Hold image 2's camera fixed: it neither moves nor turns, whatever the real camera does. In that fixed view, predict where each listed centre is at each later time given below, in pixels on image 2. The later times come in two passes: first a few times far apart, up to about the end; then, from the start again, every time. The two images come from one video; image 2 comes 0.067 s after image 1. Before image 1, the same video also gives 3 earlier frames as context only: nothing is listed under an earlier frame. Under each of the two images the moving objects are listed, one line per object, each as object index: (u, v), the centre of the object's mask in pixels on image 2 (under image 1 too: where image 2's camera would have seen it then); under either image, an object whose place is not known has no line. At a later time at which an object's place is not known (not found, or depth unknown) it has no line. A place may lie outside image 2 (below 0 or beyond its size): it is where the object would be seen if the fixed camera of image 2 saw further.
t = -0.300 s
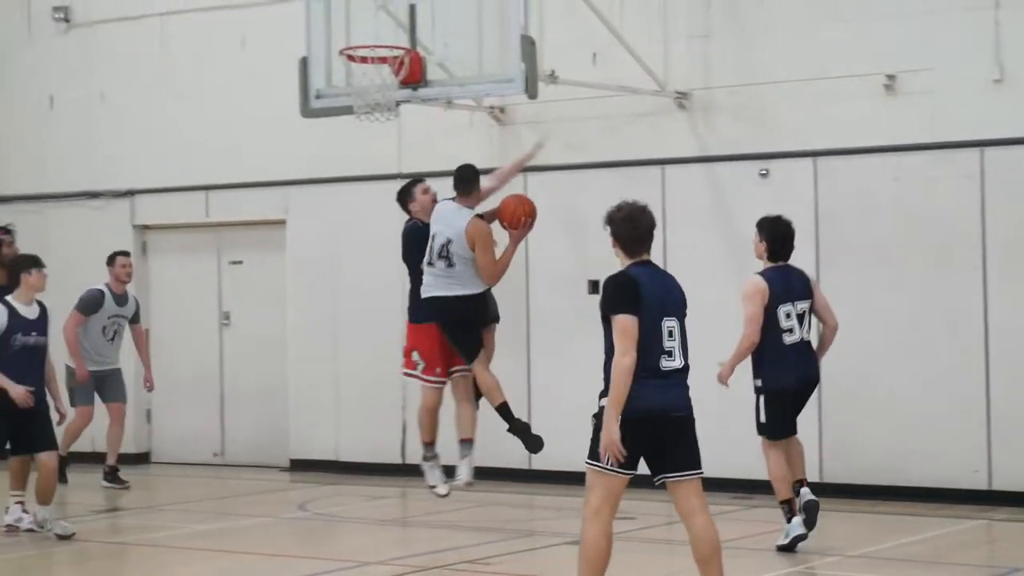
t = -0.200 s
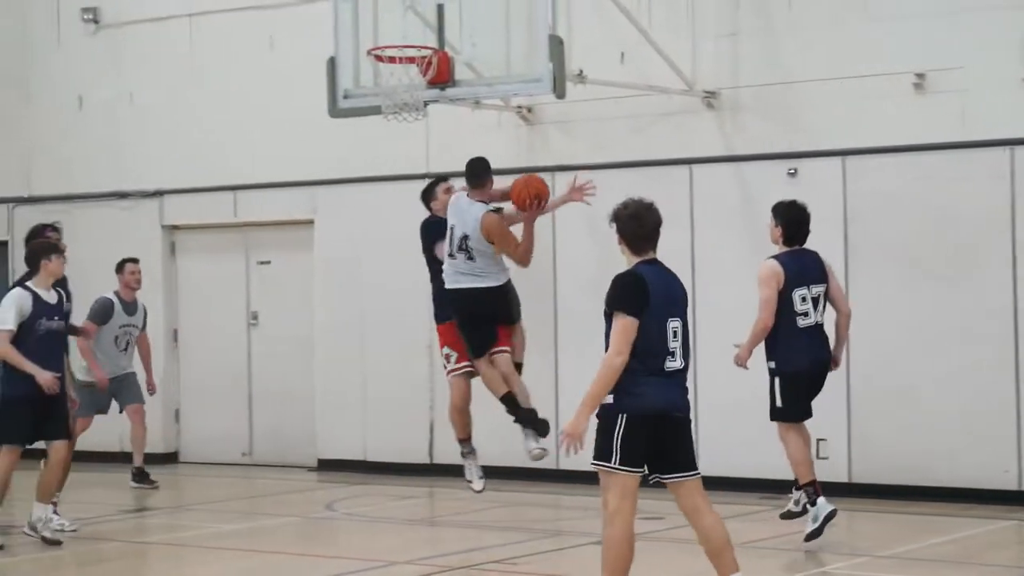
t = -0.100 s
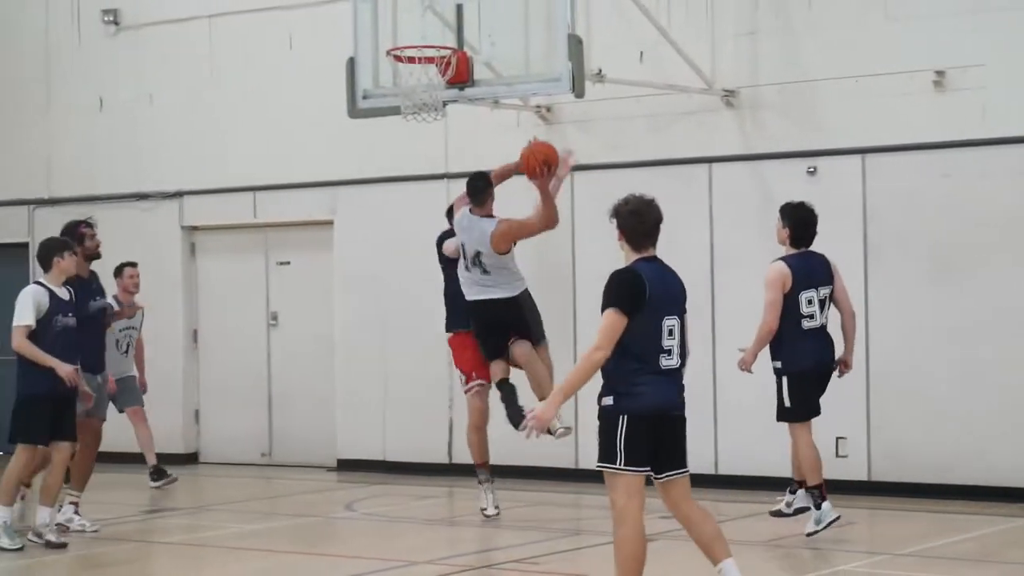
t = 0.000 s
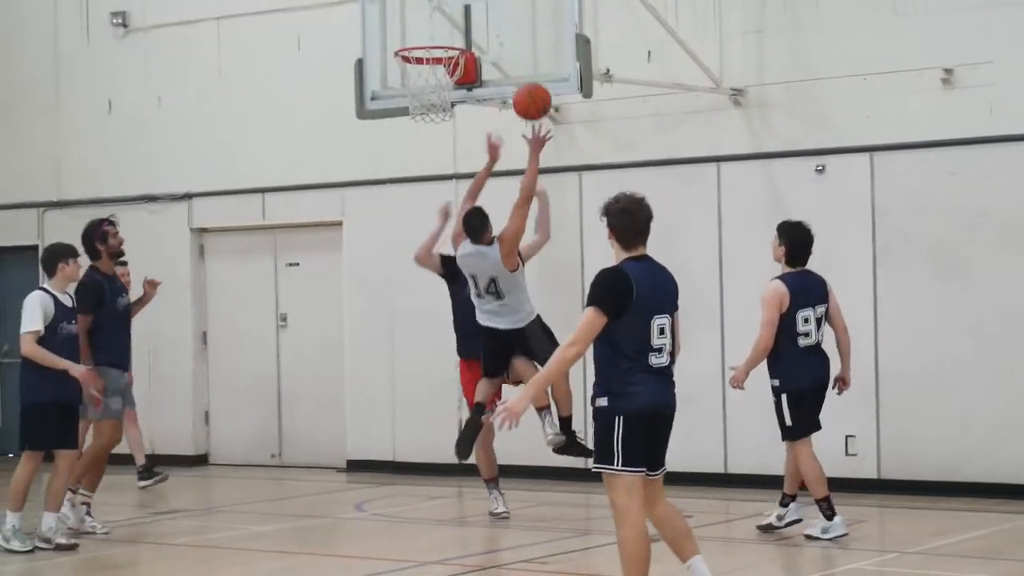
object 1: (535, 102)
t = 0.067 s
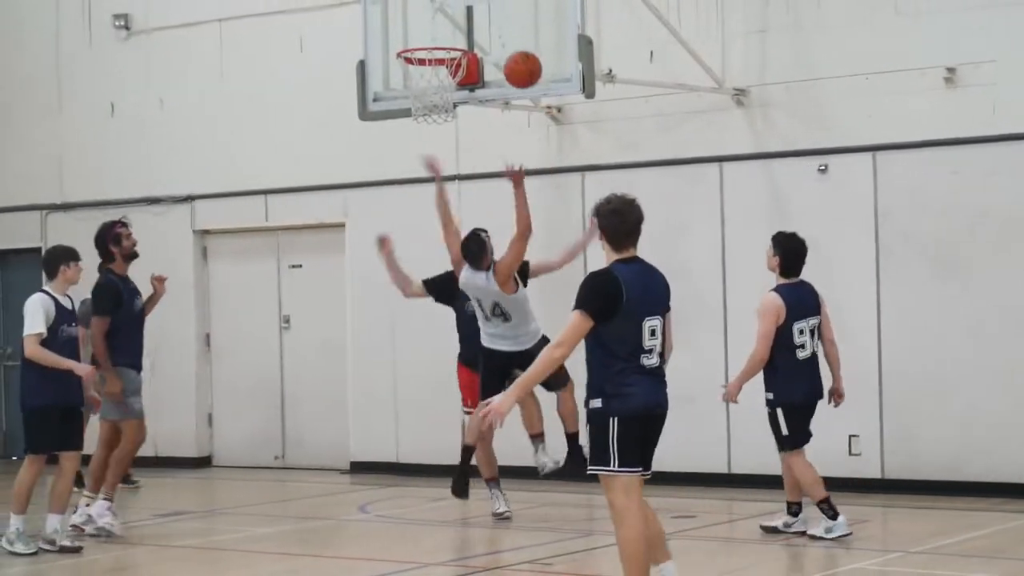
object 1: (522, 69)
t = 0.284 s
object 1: (489, 15)
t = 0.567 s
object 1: (429, 43)
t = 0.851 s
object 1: (421, 111)
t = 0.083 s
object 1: (520, 62)
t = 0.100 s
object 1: (517, 56)
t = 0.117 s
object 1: (514, 50)
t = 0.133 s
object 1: (512, 44)
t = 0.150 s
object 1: (509, 40)
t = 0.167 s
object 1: (506, 35)
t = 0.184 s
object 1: (503, 31)
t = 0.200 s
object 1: (501, 27)
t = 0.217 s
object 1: (498, 24)
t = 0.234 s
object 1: (496, 21)
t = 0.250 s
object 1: (493, 18)
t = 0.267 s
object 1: (491, 16)
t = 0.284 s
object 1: (489, 15)
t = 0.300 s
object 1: (486, 14)
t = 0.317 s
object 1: (483, 13)
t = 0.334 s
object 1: (481, 13)
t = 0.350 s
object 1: (479, 13)
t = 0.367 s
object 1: (476, 14)
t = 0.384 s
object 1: (474, 15)
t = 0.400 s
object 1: (472, 16)
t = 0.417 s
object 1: (468, 17)
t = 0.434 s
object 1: (464, 19)
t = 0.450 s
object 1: (460, 21)
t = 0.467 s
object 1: (455, 23)
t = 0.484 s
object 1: (452, 26)
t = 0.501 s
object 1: (447, 29)
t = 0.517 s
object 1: (442, 31)
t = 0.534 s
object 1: (438, 36)
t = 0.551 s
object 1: (433, 38)
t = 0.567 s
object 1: (429, 43)
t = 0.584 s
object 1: (425, 49)
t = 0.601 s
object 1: (420, 57)
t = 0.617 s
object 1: (415, 63)
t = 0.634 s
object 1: (413, 68)
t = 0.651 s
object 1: (411, 73)
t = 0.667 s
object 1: (410, 76)
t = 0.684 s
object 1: (409, 81)
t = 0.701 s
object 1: (409, 84)
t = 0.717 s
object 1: (409, 88)
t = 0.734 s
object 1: (410, 90)
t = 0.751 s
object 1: (410, 93)
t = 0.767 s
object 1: (412, 96)
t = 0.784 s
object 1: (413, 98)
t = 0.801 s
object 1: (415, 100)
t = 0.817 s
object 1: (417, 103)
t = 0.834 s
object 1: (419, 107)
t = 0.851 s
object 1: (421, 111)
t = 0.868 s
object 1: (423, 115)
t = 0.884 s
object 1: (425, 120)
